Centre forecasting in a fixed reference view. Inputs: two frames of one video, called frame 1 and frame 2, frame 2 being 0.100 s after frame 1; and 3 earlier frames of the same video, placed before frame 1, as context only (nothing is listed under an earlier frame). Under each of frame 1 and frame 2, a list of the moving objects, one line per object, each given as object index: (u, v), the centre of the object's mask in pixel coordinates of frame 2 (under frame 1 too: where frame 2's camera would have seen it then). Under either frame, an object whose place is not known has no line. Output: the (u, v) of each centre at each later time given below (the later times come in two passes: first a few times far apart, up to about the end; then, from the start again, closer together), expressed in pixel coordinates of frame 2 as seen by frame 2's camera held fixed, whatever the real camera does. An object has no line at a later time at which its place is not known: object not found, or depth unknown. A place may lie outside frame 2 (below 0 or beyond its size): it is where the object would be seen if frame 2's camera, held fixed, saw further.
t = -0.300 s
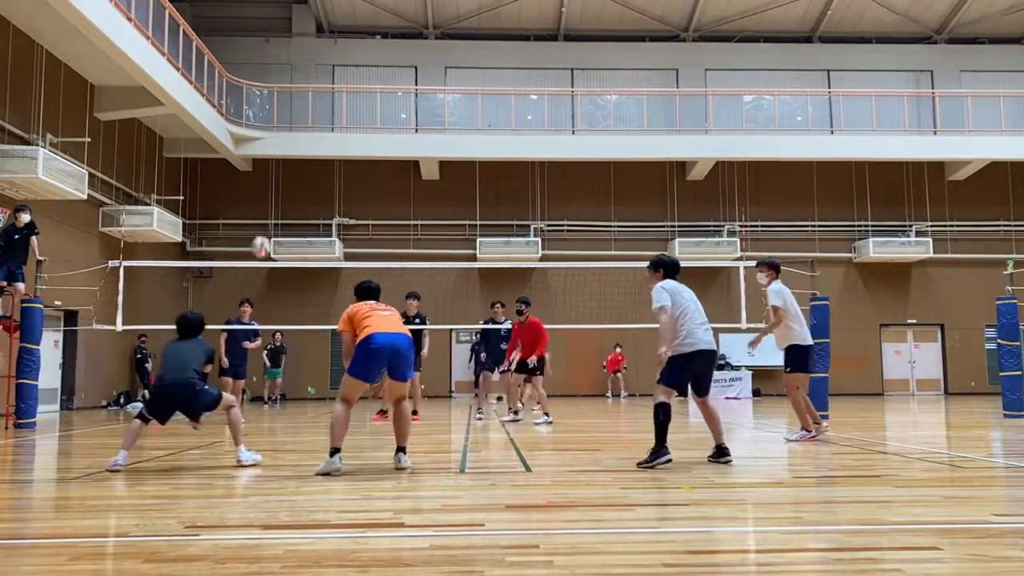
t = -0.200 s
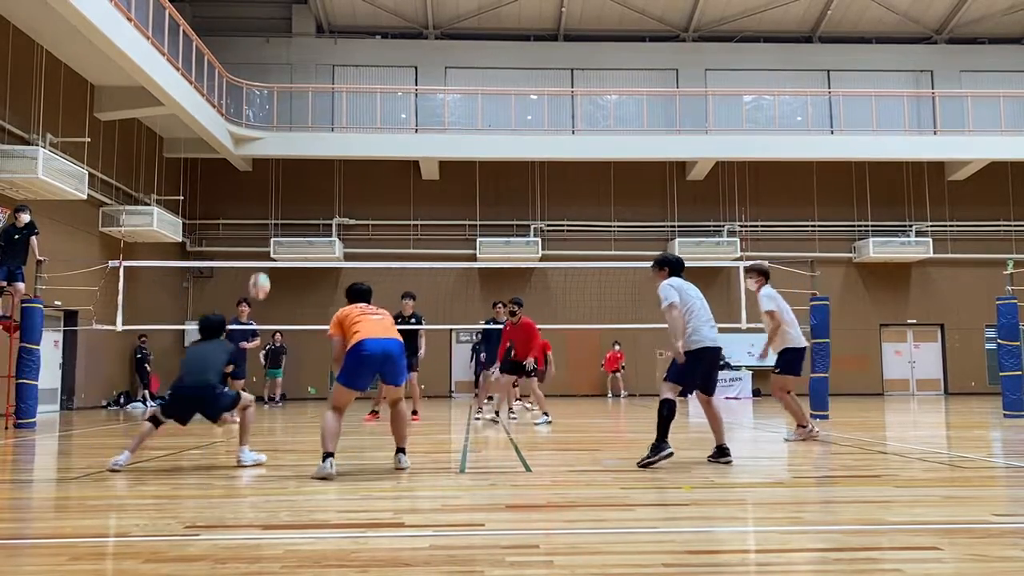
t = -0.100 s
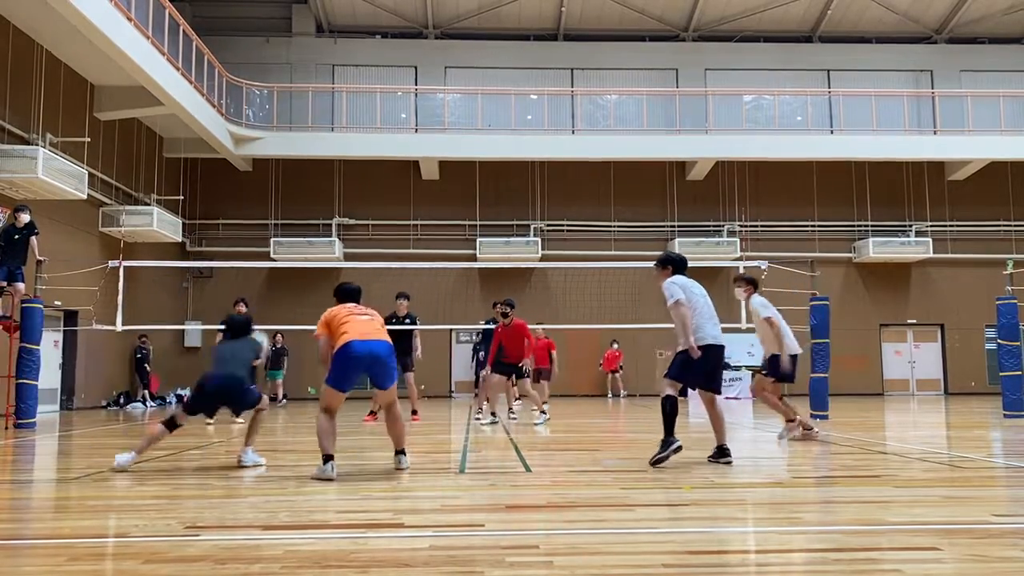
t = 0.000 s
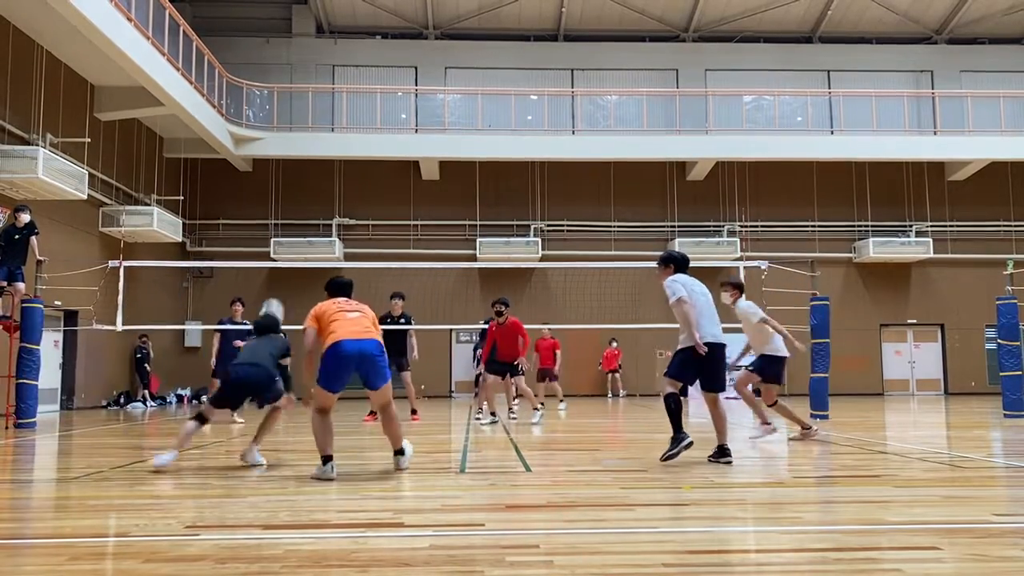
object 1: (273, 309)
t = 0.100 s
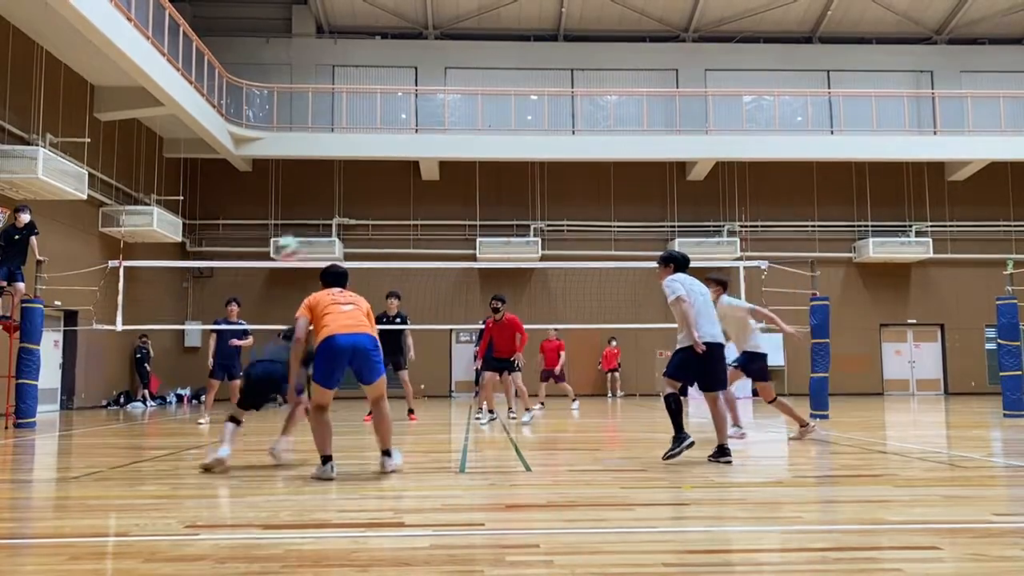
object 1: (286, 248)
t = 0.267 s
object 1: (307, 175)
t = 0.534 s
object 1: (330, 126)
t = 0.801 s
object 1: (346, 144)
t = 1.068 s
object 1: (359, 207)
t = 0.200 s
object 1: (299, 200)
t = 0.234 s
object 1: (304, 186)
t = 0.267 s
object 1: (307, 175)
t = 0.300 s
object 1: (310, 166)
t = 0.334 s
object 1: (314, 157)
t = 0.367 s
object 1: (315, 150)
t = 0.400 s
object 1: (319, 142)
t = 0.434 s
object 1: (322, 135)
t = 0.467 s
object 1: (325, 132)
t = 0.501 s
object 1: (328, 128)
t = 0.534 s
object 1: (330, 126)
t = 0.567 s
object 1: (332, 125)
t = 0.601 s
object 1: (335, 126)
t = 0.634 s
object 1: (336, 125)
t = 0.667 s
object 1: (339, 128)
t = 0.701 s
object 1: (341, 130)
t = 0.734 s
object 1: (342, 133)
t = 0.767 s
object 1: (345, 138)
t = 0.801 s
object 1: (346, 144)
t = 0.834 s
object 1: (349, 148)
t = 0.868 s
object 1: (350, 156)
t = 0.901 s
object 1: (352, 163)
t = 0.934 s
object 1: (353, 170)
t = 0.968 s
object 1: (355, 178)
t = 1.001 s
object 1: (357, 187)
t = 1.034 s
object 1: (358, 197)
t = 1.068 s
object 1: (359, 207)
